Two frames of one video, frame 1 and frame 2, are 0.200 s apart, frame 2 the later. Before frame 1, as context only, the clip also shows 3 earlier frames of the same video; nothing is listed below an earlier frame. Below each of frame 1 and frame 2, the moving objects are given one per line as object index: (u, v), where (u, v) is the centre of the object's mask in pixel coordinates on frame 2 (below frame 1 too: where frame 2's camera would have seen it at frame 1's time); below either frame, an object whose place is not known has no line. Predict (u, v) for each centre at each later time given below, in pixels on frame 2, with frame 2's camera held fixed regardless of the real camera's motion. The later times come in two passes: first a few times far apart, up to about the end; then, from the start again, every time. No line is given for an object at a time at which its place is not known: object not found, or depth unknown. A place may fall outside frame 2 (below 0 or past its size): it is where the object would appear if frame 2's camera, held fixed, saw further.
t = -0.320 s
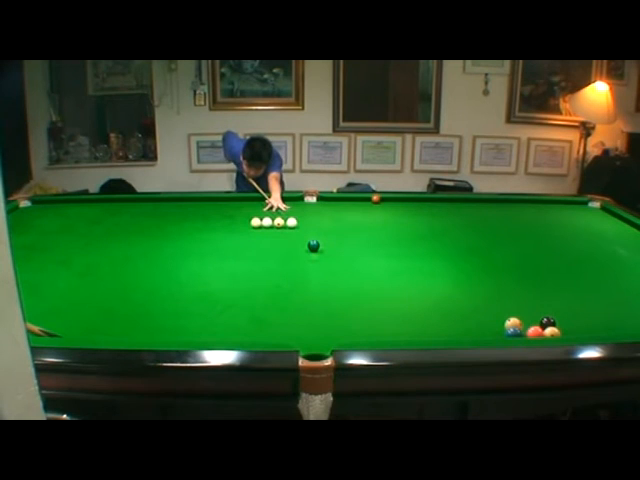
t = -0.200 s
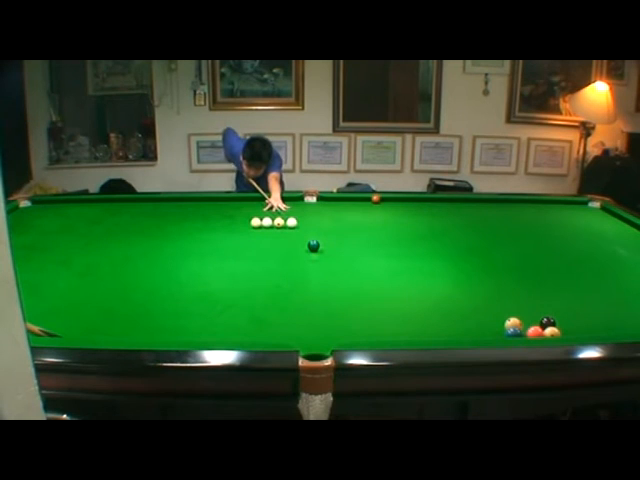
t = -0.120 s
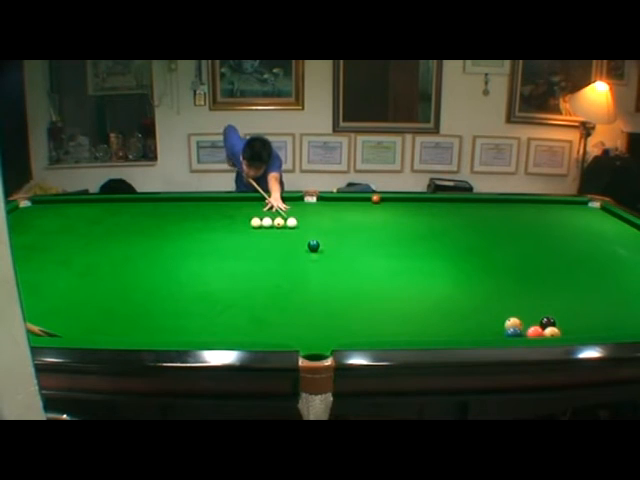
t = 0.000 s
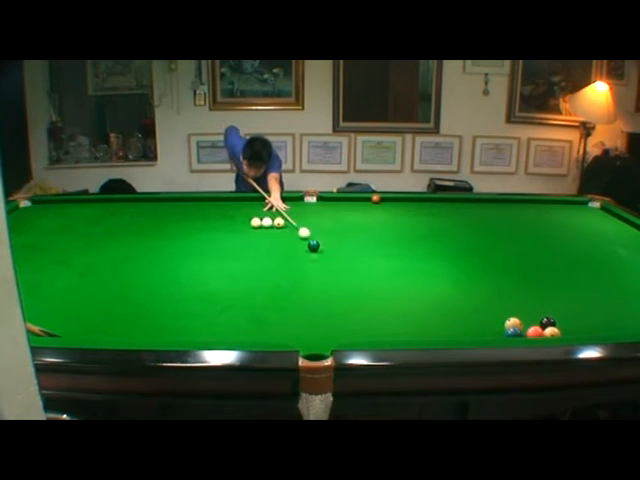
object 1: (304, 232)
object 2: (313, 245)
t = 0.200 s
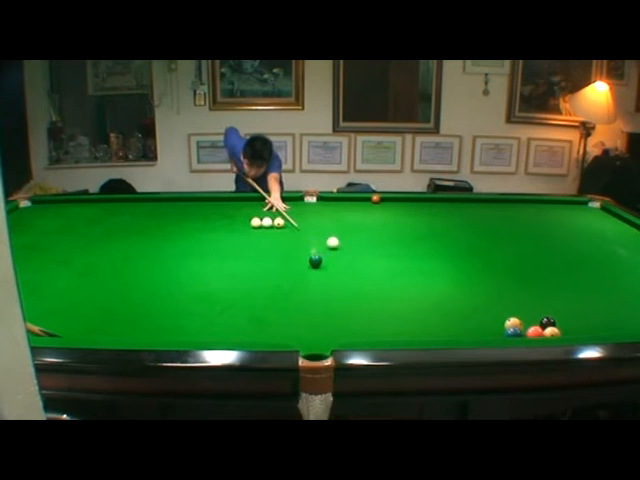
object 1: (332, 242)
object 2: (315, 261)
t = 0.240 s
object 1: (338, 243)
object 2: (316, 265)
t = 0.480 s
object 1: (370, 248)
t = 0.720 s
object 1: (402, 253)
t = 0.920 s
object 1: (429, 257)
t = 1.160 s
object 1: (460, 262)
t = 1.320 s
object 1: (481, 265)
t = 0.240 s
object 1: (338, 243)
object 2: (316, 265)
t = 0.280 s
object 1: (343, 244)
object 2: (316, 269)
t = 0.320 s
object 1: (349, 245)
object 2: (317, 273)
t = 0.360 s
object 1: (354, 246)
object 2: (318, 278)
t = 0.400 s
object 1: (359, 246)
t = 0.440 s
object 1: (365, 247)
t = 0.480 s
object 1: (370, 248)
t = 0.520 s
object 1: (375, 249)
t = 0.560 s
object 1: (381, 250)
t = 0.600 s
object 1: (386, 250)
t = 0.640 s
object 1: (392, 251)
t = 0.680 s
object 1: (397, 252)
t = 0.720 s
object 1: (402, 253)
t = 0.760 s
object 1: (407, 254)
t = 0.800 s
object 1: (413, 255)
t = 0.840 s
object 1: (418, 256)
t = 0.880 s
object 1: (424, 257)
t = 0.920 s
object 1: (429, 257)
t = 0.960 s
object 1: (434, 258)
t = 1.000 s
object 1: (439, 259)
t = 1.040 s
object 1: (444, 260)
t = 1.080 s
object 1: (450, 260)
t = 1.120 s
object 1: (455, 261)
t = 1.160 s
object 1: (460, 262)
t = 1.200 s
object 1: (465, 263)
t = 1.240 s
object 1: (471, 264)
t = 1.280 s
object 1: (476, 264)
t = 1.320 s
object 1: (481, 265)
